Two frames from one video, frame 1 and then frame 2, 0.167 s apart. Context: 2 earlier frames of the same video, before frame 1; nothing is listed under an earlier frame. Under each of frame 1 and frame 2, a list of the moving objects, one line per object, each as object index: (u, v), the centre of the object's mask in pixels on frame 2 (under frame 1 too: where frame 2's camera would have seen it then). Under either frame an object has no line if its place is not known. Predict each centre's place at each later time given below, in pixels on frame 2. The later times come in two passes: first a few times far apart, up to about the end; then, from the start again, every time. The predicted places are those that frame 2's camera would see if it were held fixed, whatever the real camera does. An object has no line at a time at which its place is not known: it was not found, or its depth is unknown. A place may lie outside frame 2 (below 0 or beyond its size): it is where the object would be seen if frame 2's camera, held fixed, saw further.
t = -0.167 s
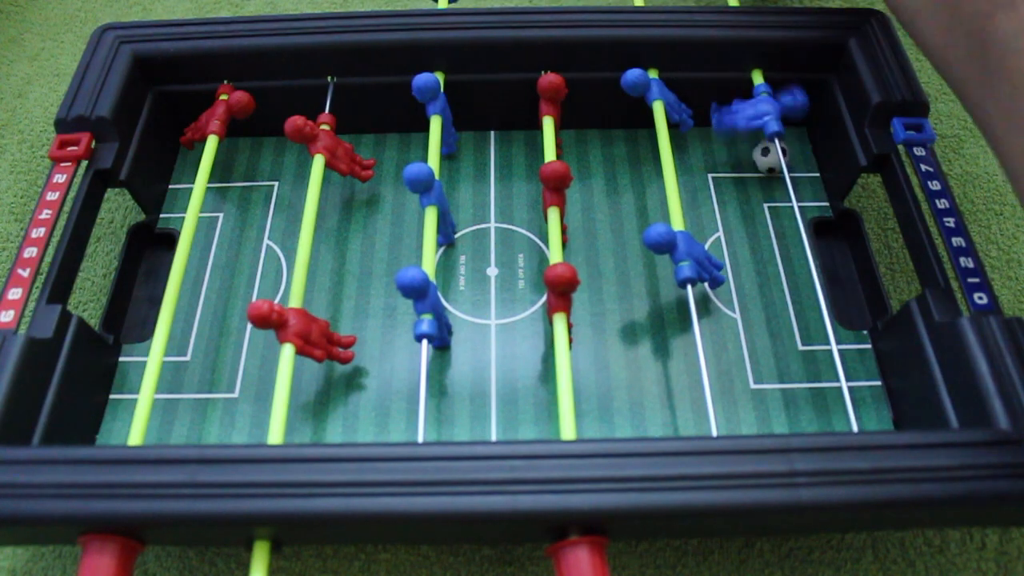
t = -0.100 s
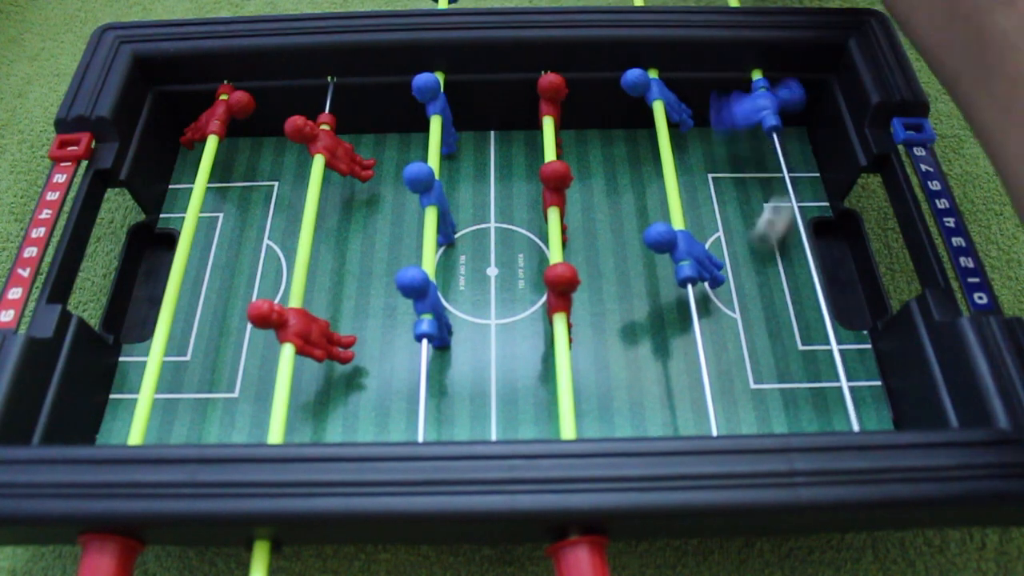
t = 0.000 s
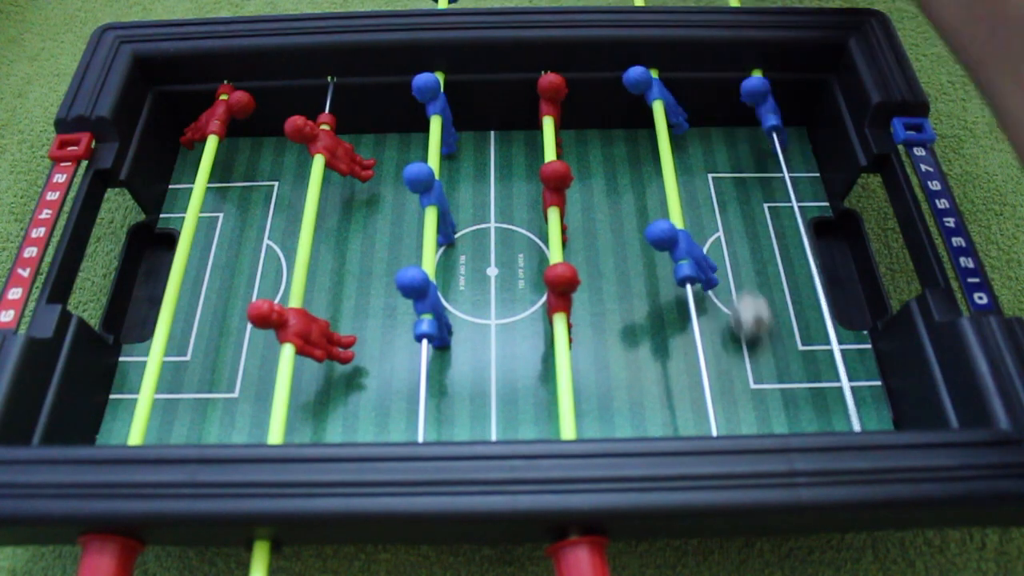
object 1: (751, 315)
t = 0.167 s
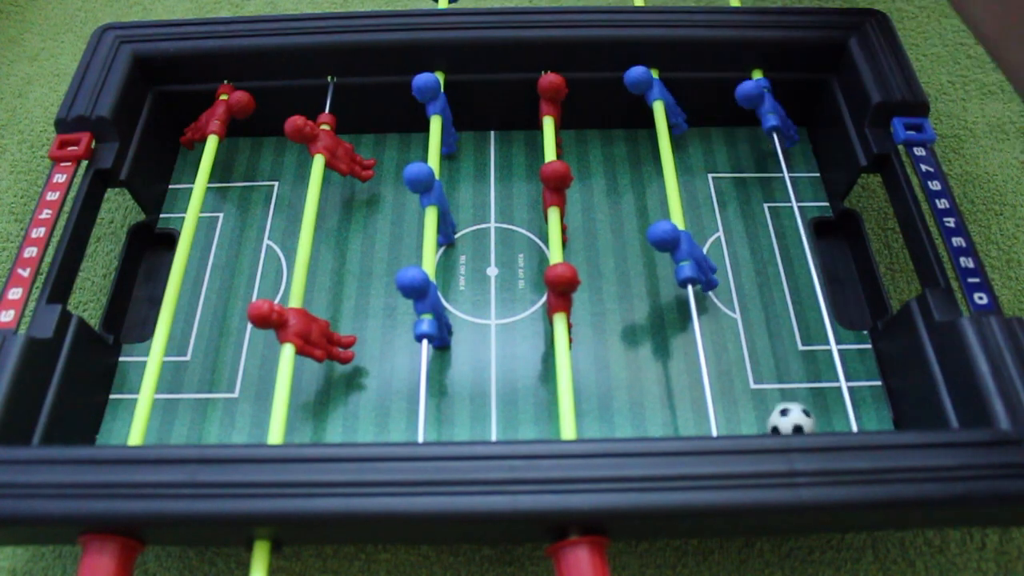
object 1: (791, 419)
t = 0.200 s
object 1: (790, 414)
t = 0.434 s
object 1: (815, 378)
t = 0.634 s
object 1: (847, 331)
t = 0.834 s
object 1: (854, 295)
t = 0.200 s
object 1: (790, 414)
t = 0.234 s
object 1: (793, 412)
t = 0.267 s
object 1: (797, 407)
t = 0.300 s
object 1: (801, 402)
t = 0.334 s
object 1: (803, 398)
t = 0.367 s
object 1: (807, 391)
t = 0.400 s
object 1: (812, 383)
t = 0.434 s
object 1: (815, 378)
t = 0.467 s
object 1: (818, 369)
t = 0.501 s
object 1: (824, 358)
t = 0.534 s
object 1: (827, 354)
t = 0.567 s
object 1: (836, 343)
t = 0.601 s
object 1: (842, 335)
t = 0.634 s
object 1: (847, 331)
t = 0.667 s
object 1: (849, 324)
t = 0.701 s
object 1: (850, 318)
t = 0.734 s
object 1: (852, 315)
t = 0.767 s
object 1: (856, 308)
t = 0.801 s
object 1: (857, 299)
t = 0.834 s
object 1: (854, 295)
